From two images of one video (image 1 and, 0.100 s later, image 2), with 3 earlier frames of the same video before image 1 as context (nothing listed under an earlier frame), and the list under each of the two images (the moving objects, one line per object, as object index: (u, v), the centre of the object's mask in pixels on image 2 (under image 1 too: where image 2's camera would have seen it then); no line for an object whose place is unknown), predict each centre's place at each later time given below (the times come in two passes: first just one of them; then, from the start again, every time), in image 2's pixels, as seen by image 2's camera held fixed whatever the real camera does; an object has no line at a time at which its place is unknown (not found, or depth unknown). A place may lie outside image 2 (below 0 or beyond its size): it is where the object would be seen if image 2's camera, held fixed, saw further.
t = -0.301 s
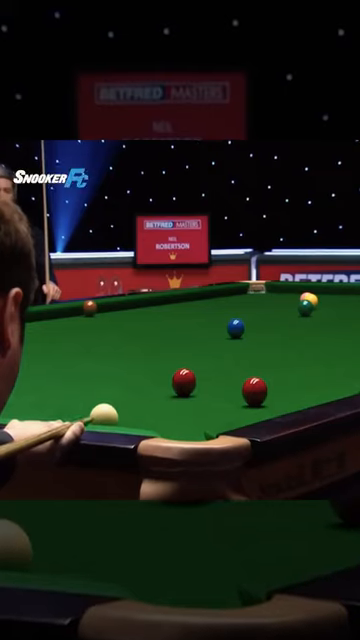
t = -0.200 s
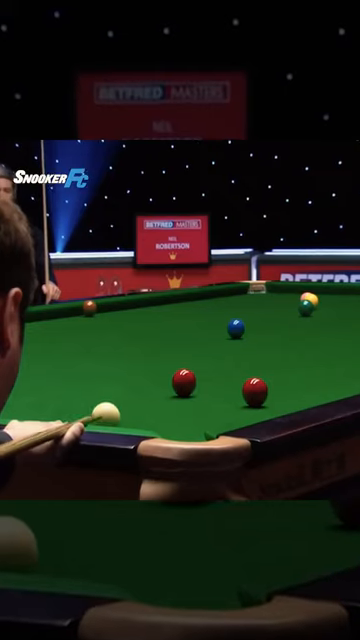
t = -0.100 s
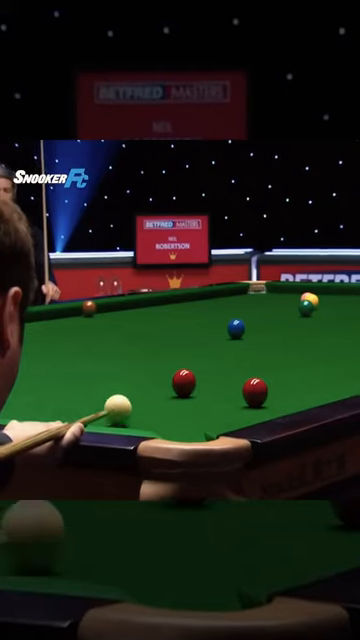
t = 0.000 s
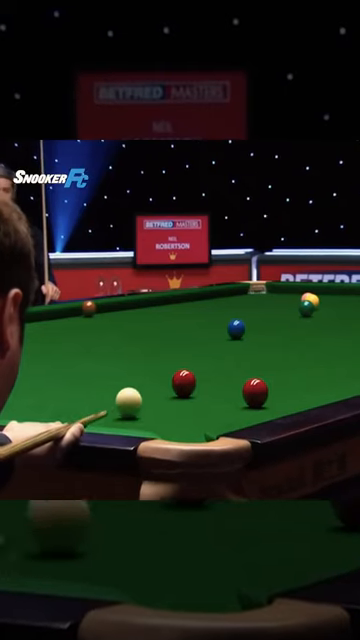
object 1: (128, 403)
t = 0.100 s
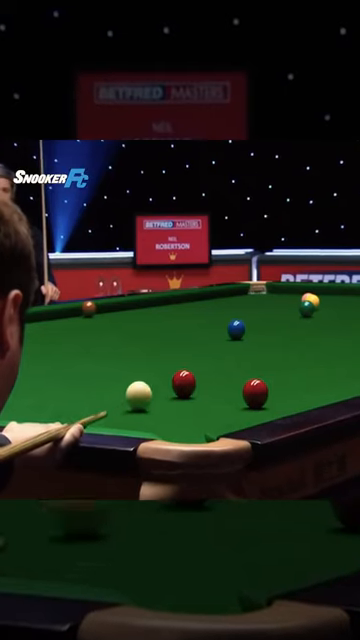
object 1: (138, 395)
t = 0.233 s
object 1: (151, 386)
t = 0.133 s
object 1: (142, 393)
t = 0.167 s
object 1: (144, 392)
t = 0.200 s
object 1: (148, 389)
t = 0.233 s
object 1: (151, 386)
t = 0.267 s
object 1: (153, 385)
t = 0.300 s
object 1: (156, 383)
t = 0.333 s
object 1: (160, 381)
